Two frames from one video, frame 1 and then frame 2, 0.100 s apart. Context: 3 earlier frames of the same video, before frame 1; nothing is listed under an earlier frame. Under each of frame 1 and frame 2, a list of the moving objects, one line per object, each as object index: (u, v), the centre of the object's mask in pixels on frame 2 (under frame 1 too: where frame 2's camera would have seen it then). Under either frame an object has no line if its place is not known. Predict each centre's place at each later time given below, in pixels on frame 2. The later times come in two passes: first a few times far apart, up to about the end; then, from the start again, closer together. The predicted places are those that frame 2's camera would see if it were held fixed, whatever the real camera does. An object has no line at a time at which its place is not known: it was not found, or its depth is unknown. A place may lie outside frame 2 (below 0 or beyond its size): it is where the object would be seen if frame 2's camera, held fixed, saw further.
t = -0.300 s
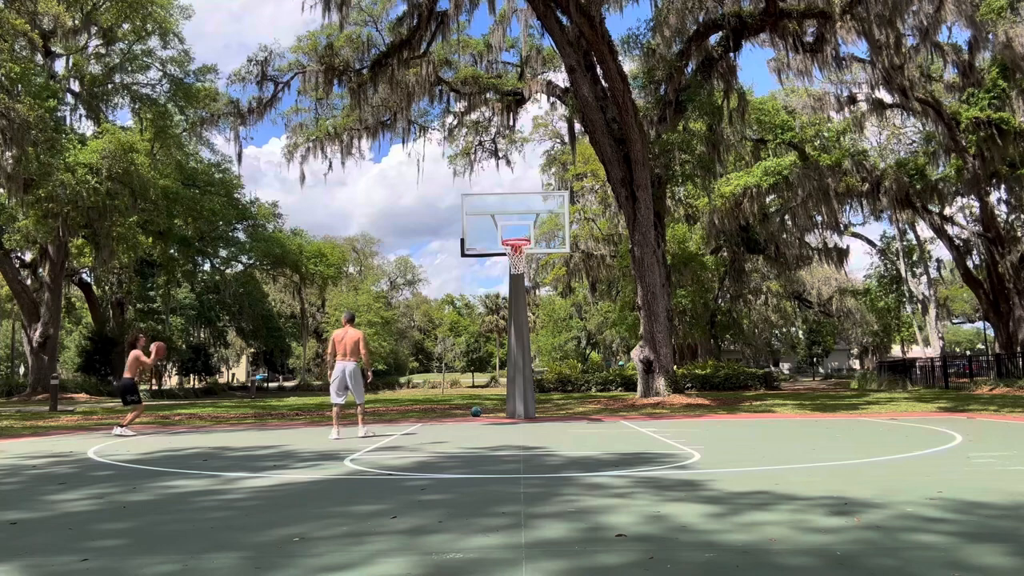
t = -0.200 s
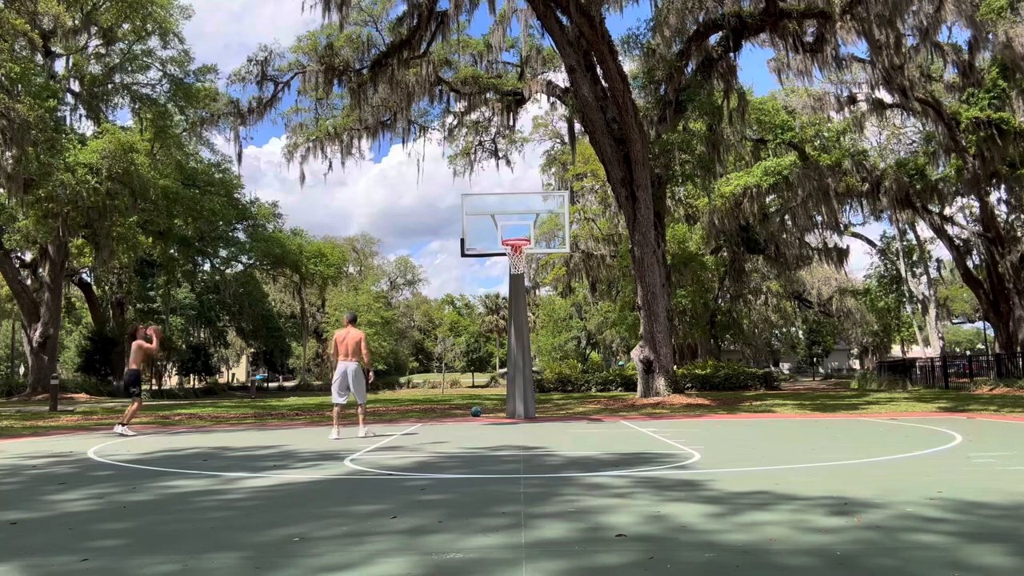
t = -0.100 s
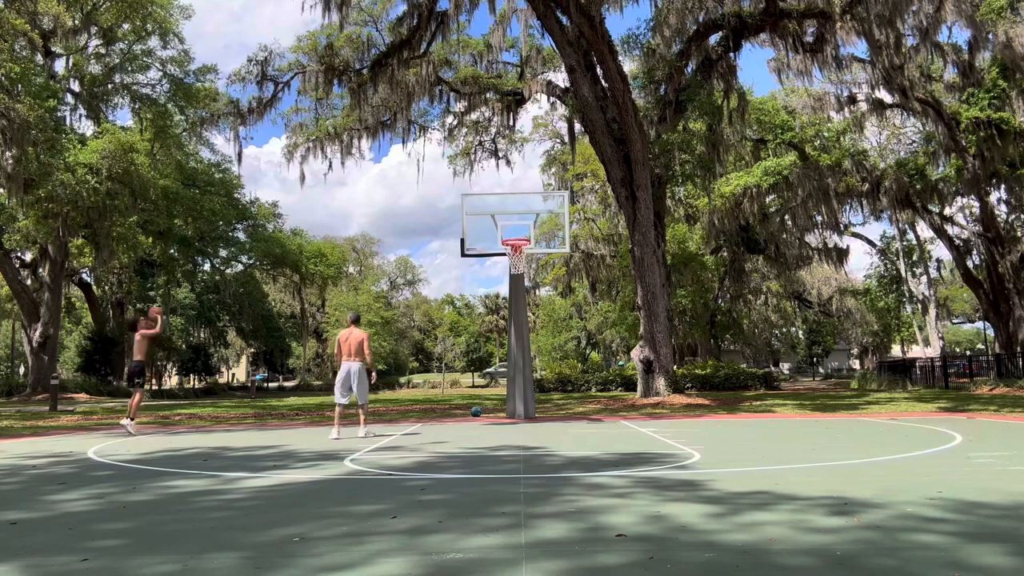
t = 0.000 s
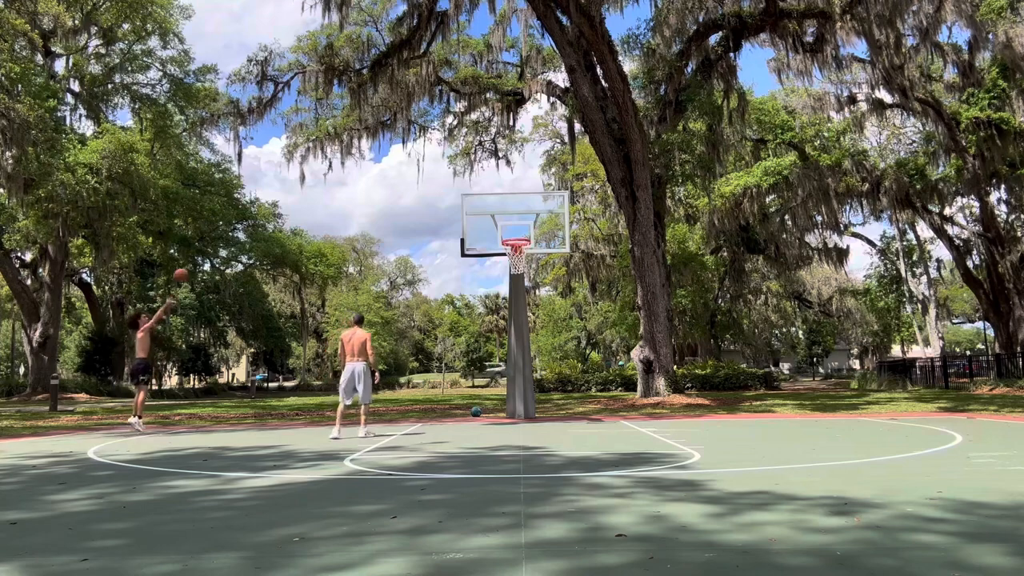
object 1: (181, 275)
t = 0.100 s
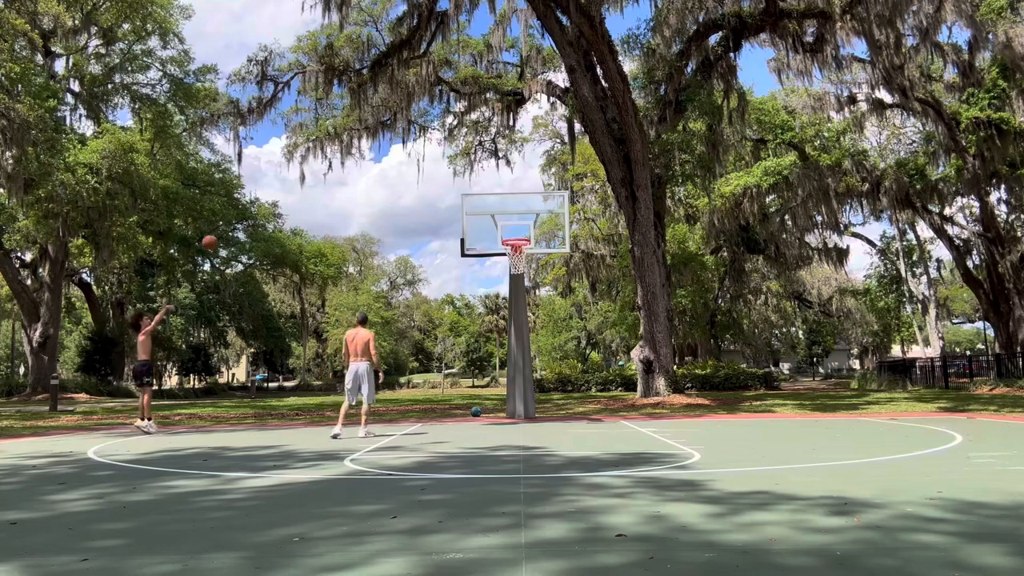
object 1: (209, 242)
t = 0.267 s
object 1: (257, 199)
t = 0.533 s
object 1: (330, 164)
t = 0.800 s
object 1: (403, 168)
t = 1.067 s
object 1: (476, 213)
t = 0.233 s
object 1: (248, 206)
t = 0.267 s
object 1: (257, 199)
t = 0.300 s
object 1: (266, 192)
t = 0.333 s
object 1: (275, 186)
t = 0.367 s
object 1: (284, 181)
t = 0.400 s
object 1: (294, 176)
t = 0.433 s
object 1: (303, 172)
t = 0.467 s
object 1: (312, 168)
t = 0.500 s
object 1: (321, 166)
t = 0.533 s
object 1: (330, 164)
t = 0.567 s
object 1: (339, 162)
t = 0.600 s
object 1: (348, 160)
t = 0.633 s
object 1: (357, 160)
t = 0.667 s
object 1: (366, 160)
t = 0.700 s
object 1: (375, 161)
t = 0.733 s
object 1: (384, 163)
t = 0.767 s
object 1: (394, 165)
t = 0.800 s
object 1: (403, 168)
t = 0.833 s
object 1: (412, 171)
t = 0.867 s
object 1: (421, 175)
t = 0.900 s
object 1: (430, 180)
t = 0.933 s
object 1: (439, 186)
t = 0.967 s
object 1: (449, 192)
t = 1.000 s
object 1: (458, 198)
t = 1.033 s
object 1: (467, 205)
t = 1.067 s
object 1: (476, 213)
